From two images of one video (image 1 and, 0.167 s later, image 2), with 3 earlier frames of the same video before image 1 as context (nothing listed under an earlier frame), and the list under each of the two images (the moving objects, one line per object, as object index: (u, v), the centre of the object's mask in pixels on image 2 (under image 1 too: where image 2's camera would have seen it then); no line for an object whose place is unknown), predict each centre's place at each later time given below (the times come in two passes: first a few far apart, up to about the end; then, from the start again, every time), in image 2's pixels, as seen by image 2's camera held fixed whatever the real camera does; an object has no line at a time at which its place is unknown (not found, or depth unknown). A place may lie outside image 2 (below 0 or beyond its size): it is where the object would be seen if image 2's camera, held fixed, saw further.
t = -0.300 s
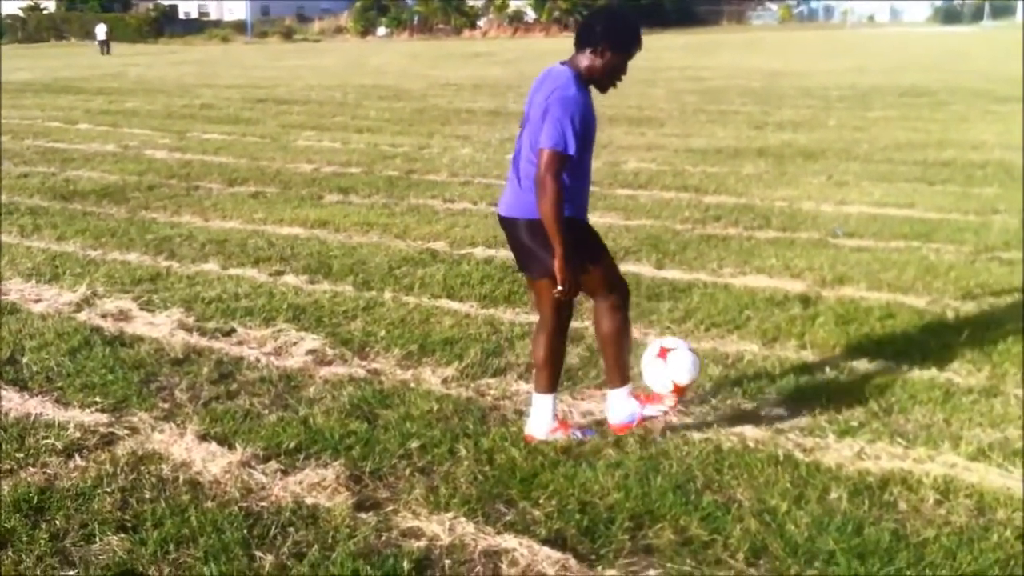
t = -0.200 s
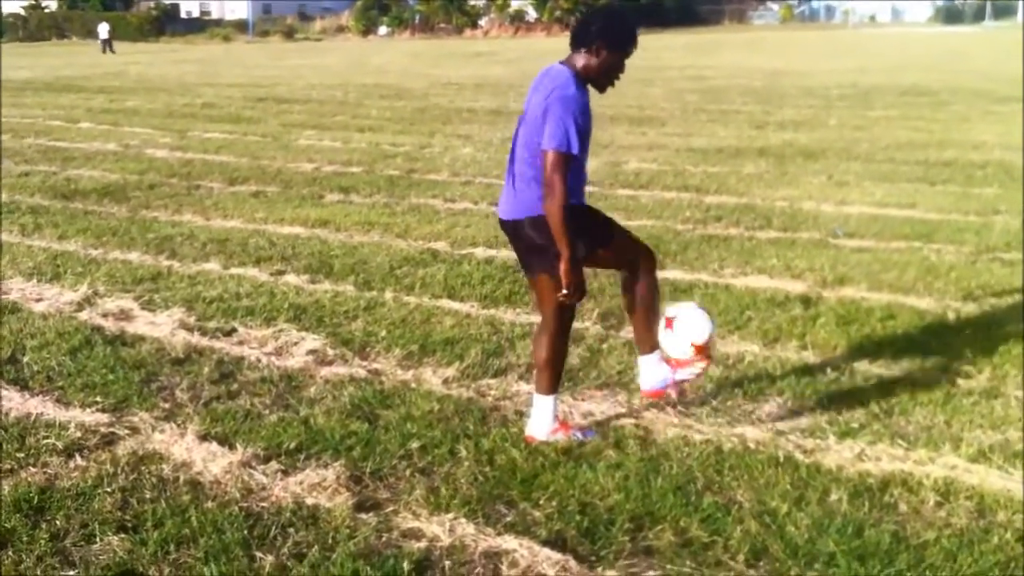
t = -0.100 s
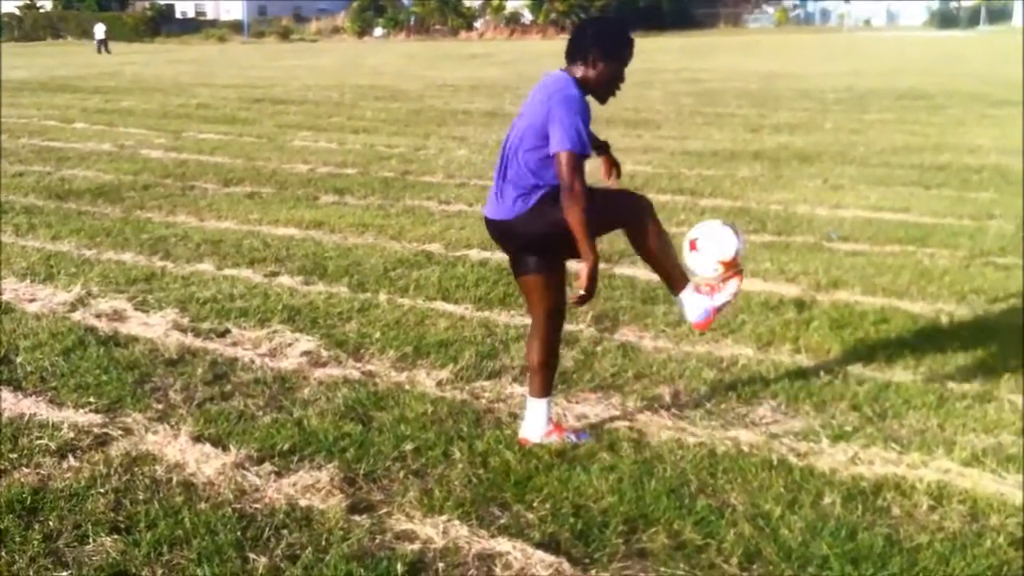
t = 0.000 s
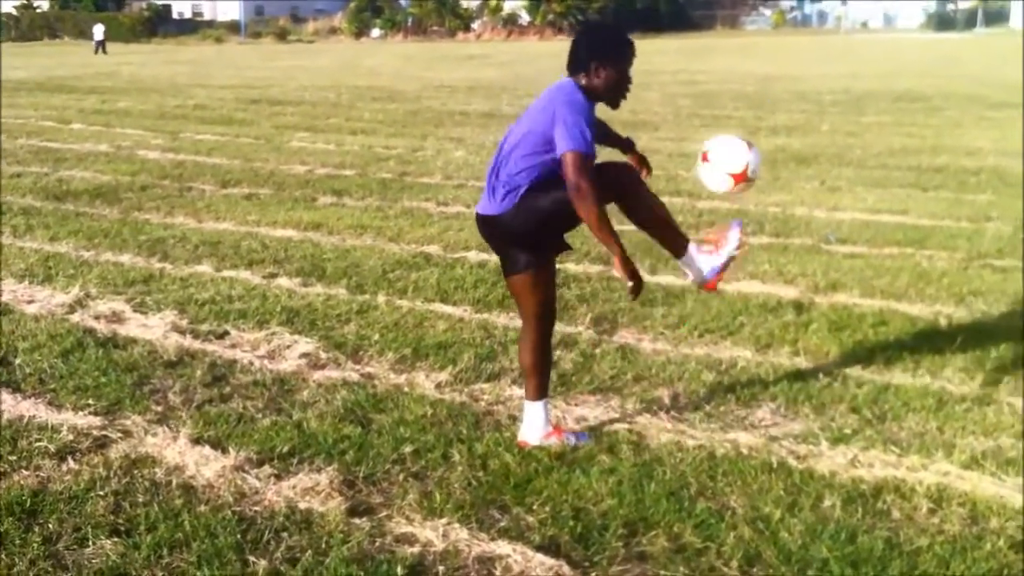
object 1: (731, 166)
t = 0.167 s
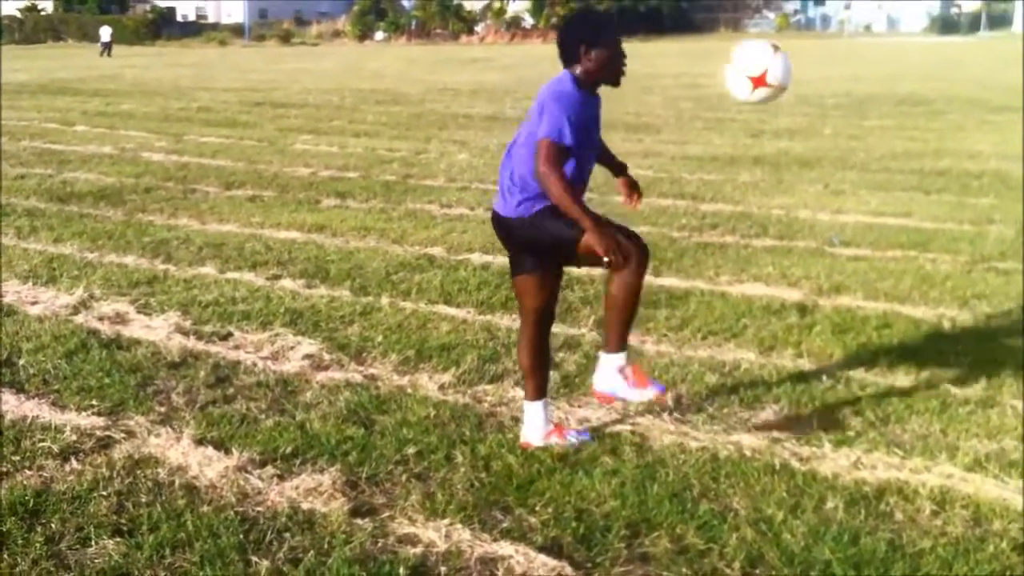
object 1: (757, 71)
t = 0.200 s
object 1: (763, 62)
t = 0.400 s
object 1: (784, 67)
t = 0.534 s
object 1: (794, 138)
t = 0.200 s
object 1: (763, 62)
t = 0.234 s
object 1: (766, 54)
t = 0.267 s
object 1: (770, 50)
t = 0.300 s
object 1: (773, 48)
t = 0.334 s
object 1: (777, 52)
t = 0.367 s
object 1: (781, 58)
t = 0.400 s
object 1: (784, 67)
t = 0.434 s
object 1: (786, 80)
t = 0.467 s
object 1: (789, 96)
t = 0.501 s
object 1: (792, 115)
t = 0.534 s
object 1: (794, 138)
